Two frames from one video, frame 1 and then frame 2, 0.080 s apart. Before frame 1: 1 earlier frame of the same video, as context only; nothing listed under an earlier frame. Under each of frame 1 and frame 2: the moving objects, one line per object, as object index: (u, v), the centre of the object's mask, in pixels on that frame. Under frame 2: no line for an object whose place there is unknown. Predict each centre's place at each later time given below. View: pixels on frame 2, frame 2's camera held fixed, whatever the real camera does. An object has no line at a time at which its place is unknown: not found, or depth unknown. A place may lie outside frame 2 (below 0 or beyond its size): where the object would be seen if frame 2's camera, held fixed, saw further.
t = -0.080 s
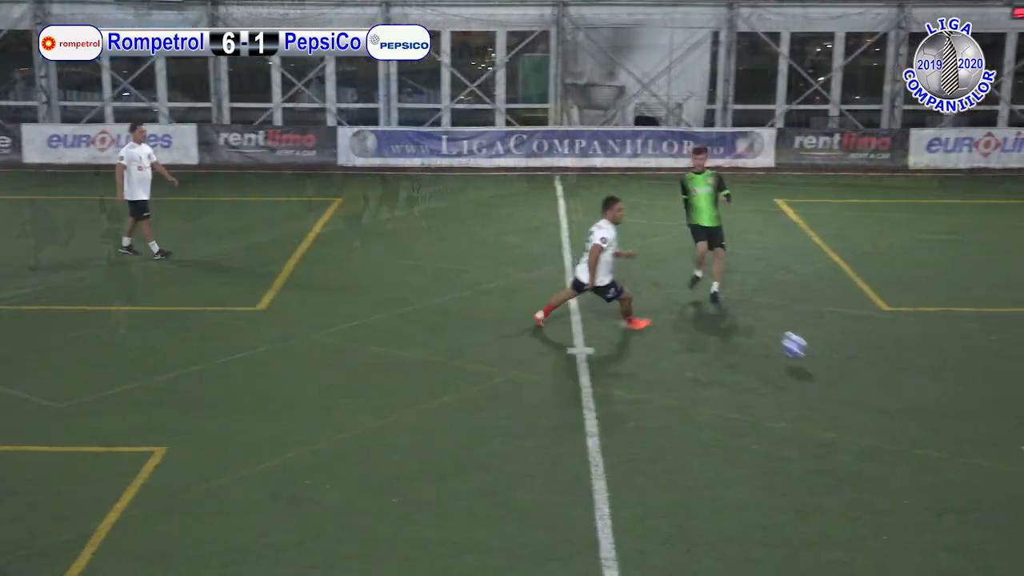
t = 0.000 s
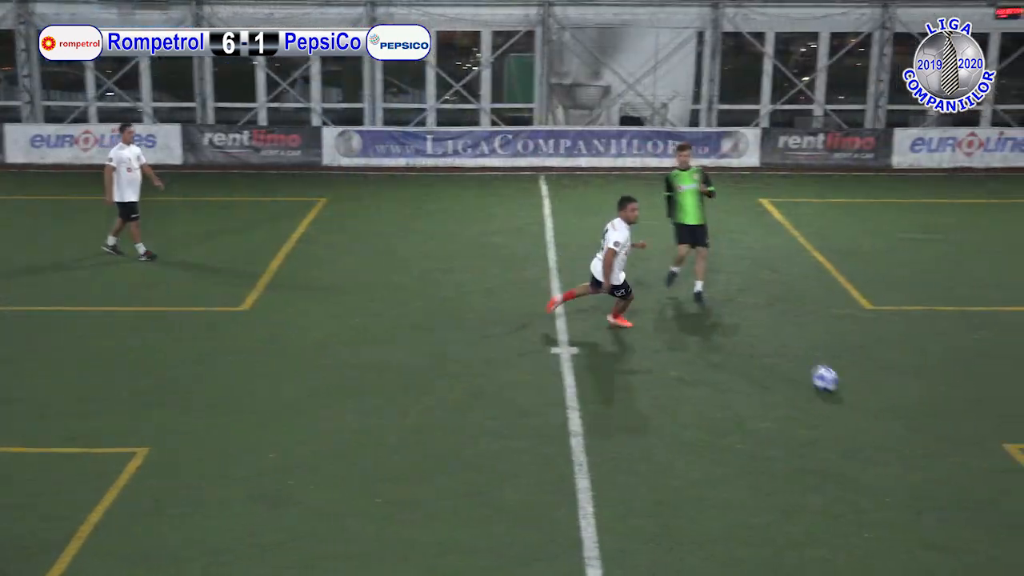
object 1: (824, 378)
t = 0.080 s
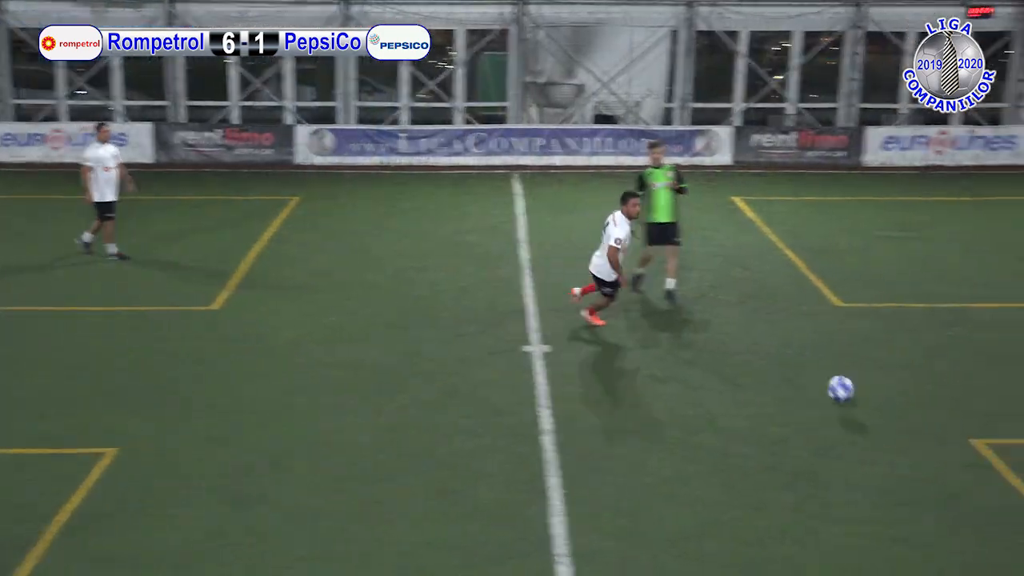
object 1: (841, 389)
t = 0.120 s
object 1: (865, 397)
